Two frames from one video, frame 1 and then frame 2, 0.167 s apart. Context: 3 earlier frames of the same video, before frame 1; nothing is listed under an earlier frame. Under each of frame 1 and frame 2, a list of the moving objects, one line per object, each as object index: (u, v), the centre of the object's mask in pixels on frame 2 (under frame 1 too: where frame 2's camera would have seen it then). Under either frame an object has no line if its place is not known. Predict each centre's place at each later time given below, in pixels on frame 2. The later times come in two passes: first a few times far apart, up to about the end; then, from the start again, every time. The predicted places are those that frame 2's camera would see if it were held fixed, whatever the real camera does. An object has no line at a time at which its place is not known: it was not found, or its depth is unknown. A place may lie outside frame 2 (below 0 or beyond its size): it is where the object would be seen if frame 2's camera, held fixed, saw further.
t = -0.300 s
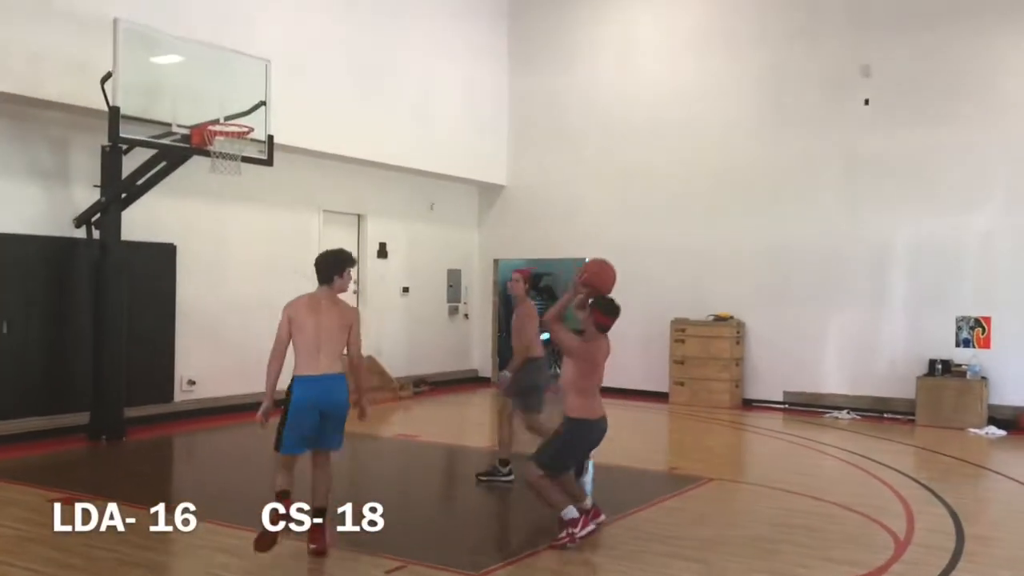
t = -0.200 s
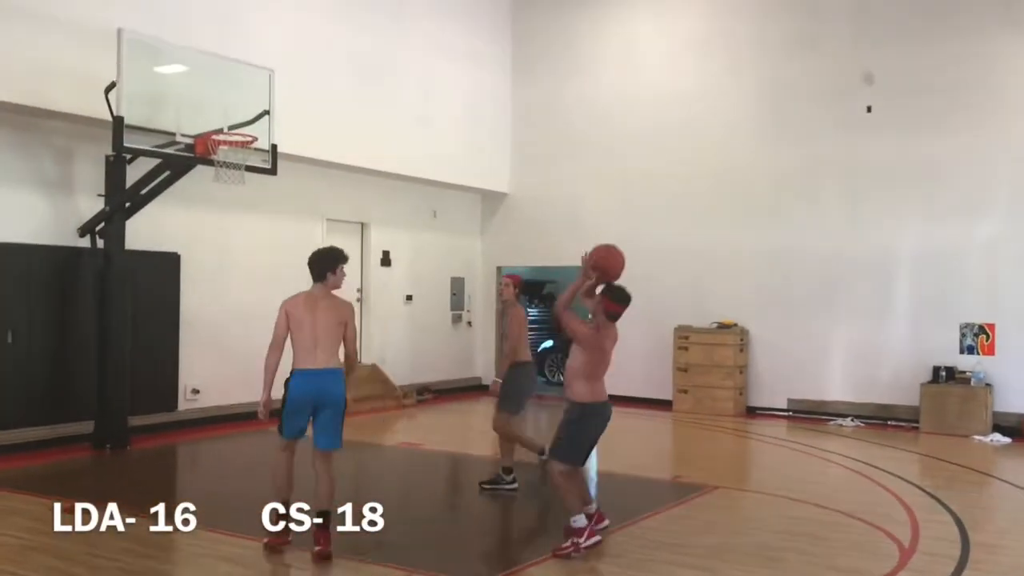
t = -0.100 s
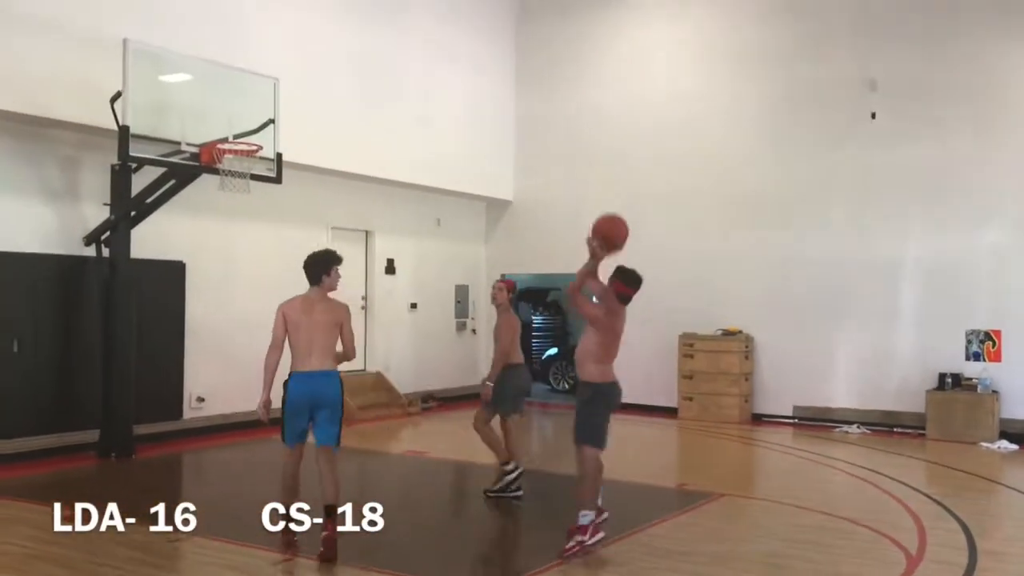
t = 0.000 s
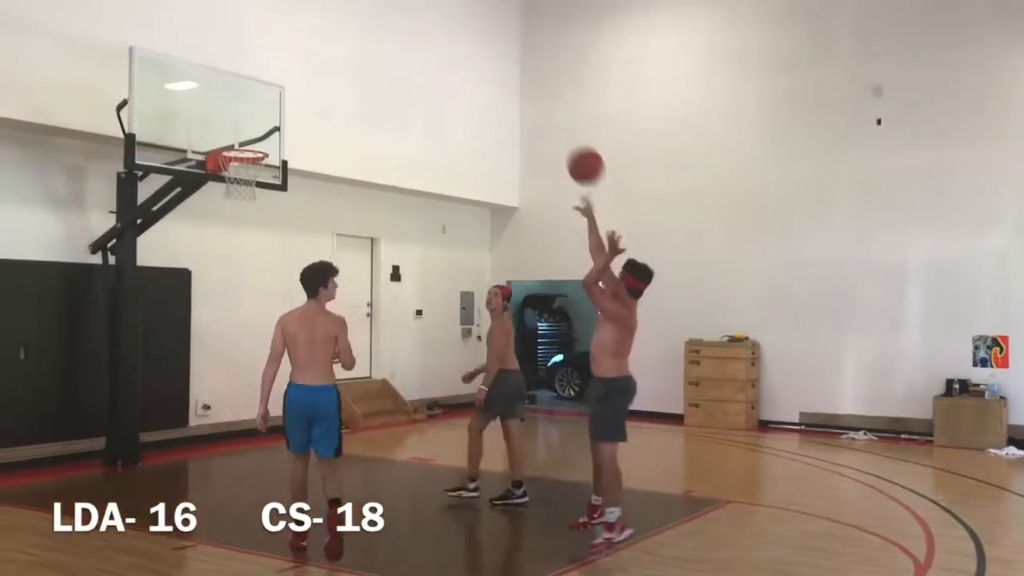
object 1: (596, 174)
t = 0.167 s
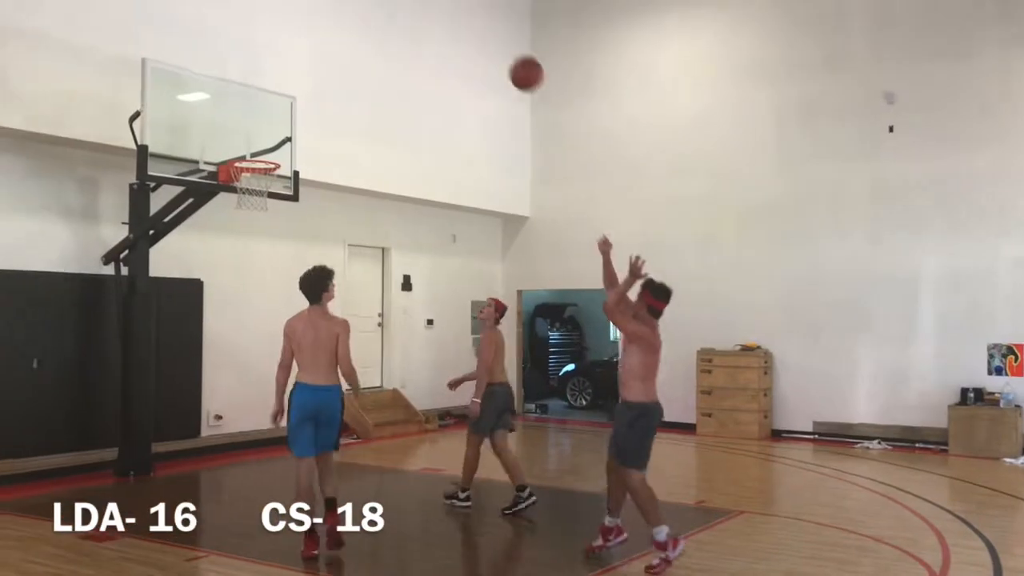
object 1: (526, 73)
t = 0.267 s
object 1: (488, 36)
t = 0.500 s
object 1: (412, 3)
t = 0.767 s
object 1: (339, 46)
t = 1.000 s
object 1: (284, 138)
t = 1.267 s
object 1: (249, 149)
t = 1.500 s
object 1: (277, 150)
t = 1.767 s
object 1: (299, 160)
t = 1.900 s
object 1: (313, 185)
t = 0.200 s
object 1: (513, 59)
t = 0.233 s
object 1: (501, 47)
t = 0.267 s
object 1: (488, 36)
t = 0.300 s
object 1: (477, 27)
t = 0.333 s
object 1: (465, 19)
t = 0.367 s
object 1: (454, 13)
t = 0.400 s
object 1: (443, 9)
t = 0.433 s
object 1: (432, 6)
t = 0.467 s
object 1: (422, 4)
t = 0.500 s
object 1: (412, 3)
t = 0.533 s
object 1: (402, 5)
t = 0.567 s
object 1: (393, 8)
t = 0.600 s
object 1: (383, 11)
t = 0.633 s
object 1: (374, 16)
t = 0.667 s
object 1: (365, 22)
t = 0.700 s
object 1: (356, 29)
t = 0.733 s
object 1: (347, 37)
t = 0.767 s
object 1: (339, 46)
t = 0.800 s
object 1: (330, 57)
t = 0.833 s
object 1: (322, 68)
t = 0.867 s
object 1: (314, 81)
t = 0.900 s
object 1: (307, 93)
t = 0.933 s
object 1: (298, 108)
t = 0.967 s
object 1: (291, 122)
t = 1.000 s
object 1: (284, 138)
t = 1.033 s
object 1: (277, 153)
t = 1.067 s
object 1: (273, 150)
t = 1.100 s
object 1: (269, 147)
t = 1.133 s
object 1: (264, 145)
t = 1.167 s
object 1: (260, 145)
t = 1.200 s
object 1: (257, 145)
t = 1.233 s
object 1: (253, 147)
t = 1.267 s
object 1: (249, 149)
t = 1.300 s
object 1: (253, 148)
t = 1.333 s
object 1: (258, 148)
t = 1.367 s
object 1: (263, 149)
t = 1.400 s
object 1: (269, 151)
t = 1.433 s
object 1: (273, 154)
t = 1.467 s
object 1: (276, 152)
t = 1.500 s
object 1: (277, 150)
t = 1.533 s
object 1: (280, 149)
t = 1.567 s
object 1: (282, 150)
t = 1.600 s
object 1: (284, 151)
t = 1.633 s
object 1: (286, 153)
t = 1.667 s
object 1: (288, 154)
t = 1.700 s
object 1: (292, 155)
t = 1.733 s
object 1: (296, 157)
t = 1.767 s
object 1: (299, 160)
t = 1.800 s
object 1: (303, 165)
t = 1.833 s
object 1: (307, 170)
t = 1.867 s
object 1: (309, 177)
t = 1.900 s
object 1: (313, 185)
